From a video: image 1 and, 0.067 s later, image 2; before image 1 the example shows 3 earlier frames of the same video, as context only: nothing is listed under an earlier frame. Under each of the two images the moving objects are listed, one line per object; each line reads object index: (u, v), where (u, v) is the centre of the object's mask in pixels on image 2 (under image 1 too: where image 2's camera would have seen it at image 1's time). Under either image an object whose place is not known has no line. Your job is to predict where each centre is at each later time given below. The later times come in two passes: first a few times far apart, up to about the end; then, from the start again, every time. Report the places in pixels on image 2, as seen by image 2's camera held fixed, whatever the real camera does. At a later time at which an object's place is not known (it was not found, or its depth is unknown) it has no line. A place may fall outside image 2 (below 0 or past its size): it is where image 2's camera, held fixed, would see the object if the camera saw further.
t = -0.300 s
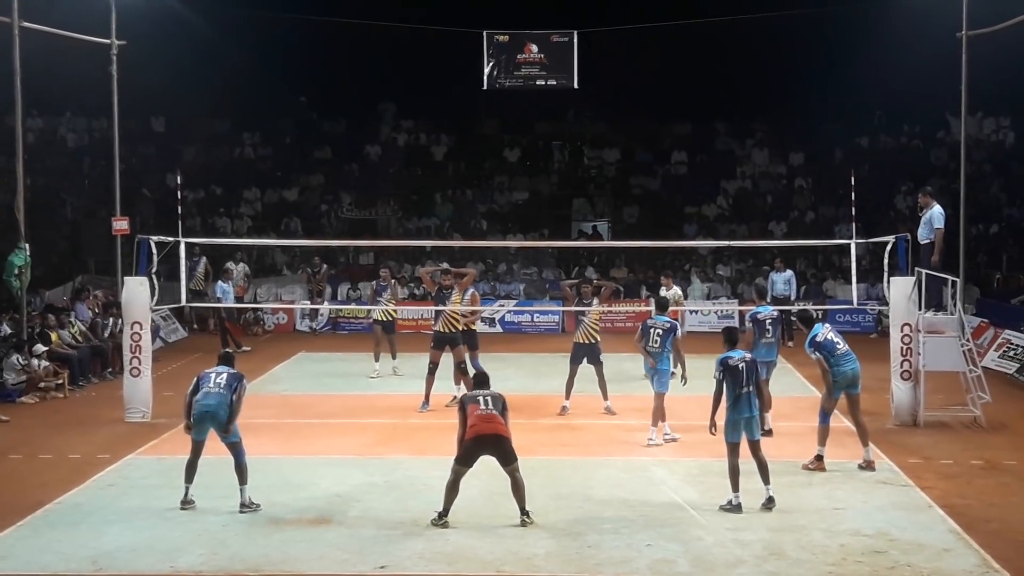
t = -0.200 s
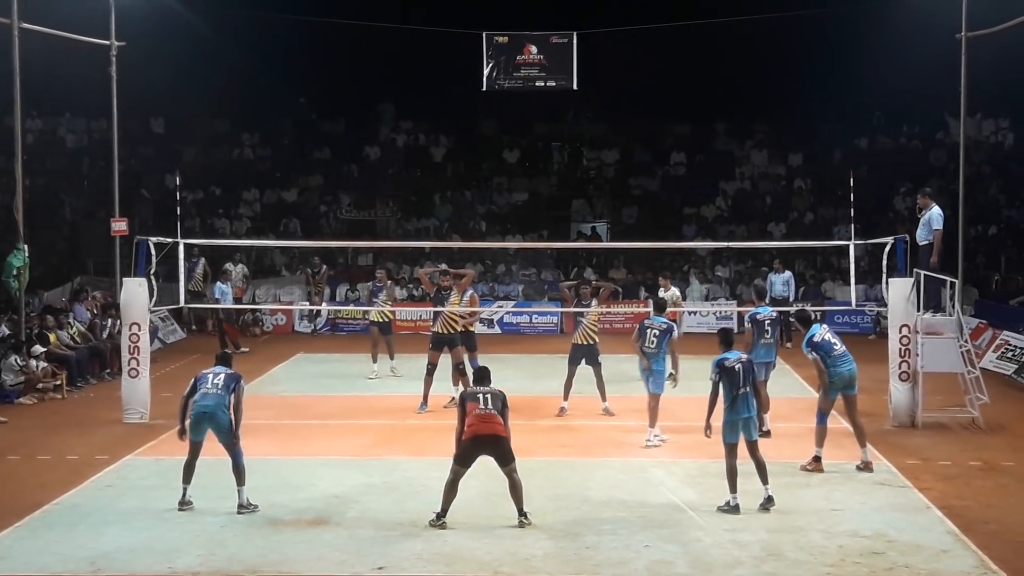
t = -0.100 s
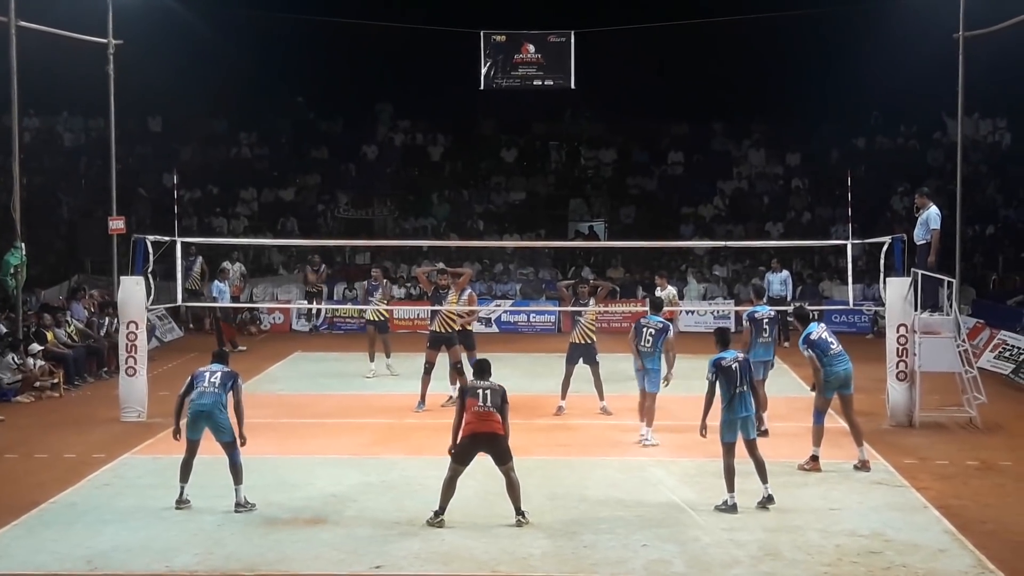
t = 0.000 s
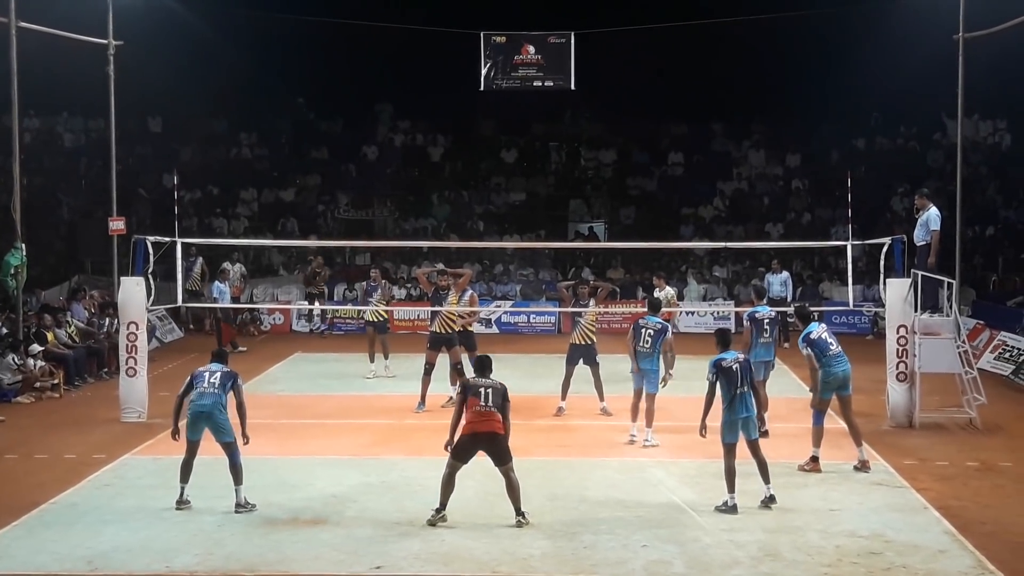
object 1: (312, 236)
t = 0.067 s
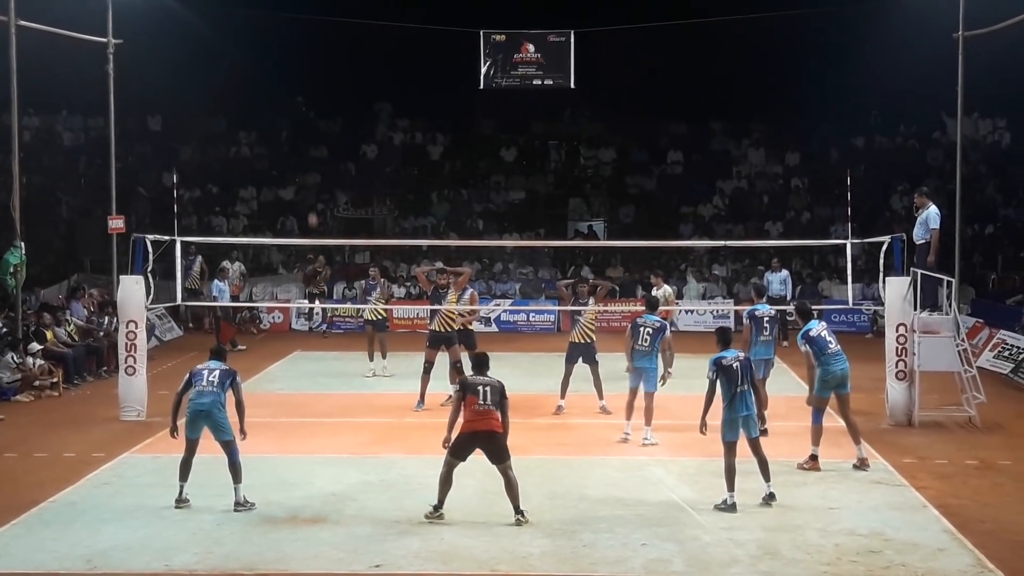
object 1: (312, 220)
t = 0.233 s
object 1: (315, 174)
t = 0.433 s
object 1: (318, 136)
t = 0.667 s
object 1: (322, 118)
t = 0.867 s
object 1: (325, 124)
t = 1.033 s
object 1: (328, 144)
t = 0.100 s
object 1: (313, 210)
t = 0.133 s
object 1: (314, 200)
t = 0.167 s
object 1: (314, 191)
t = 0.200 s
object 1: (315, 181)
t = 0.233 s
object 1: (315, 174)
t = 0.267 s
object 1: (316, 166)
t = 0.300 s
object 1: (316, 159)
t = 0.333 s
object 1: (317, 153)
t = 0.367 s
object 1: (317, 148)
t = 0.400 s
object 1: (318, 141)
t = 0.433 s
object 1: (318, 136)
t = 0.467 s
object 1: (319, 132)
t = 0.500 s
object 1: (319, 128)
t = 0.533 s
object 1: (320, 125)
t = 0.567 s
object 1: (320, 122)
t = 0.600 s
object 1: (321, 120)
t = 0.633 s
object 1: (321, 119)
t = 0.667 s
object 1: (322, 118)
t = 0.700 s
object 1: (322, 117)
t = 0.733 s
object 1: (323, 117)
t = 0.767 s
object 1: (323, 118)
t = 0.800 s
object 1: (324, 119)
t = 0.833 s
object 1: (325, 121)
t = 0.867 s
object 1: (325, 124)
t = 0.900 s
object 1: (326, 126)
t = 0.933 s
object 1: (326, 130)
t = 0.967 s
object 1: (327, 134)
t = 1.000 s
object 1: (327, 139)
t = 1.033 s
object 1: (328, 144)
